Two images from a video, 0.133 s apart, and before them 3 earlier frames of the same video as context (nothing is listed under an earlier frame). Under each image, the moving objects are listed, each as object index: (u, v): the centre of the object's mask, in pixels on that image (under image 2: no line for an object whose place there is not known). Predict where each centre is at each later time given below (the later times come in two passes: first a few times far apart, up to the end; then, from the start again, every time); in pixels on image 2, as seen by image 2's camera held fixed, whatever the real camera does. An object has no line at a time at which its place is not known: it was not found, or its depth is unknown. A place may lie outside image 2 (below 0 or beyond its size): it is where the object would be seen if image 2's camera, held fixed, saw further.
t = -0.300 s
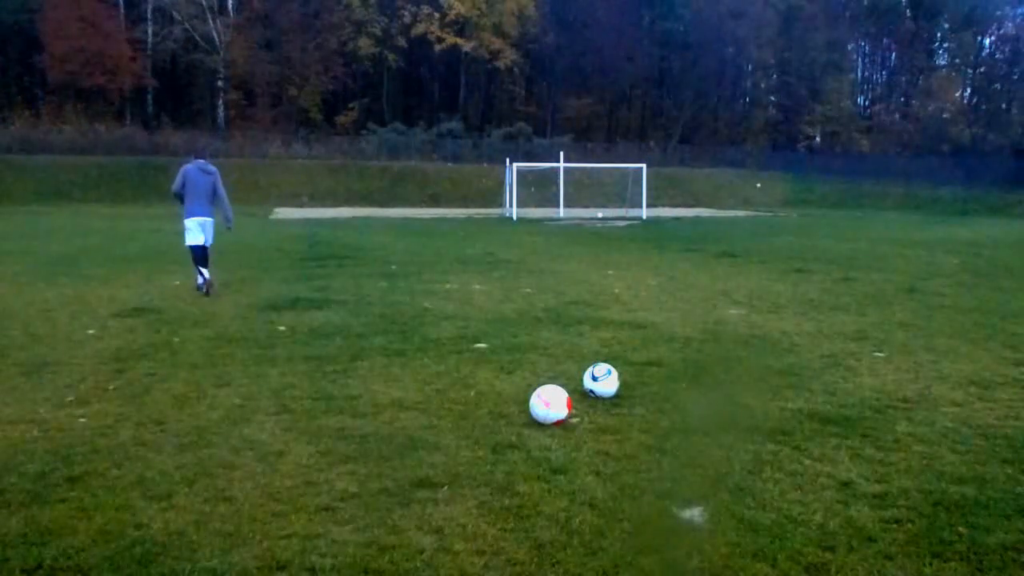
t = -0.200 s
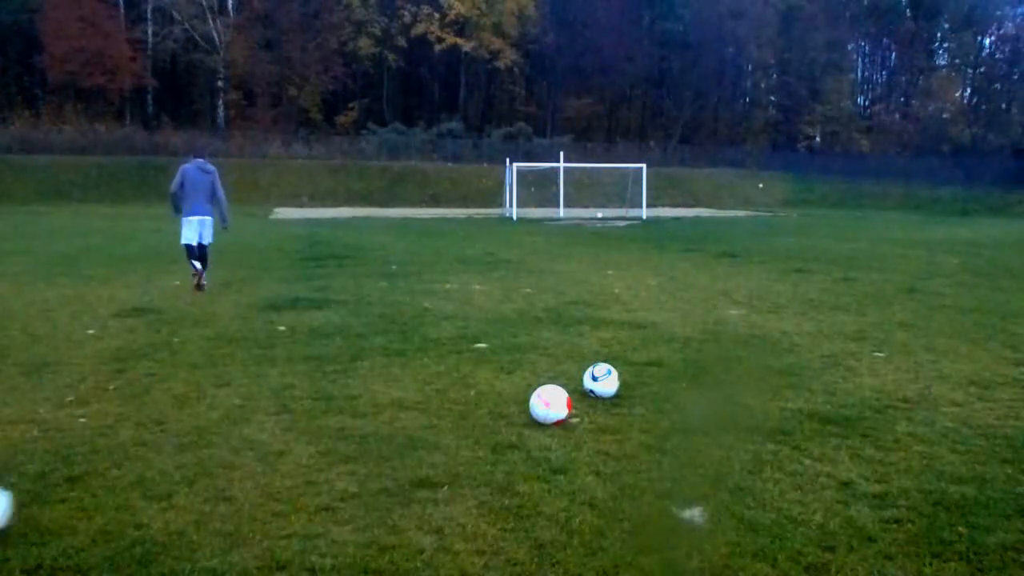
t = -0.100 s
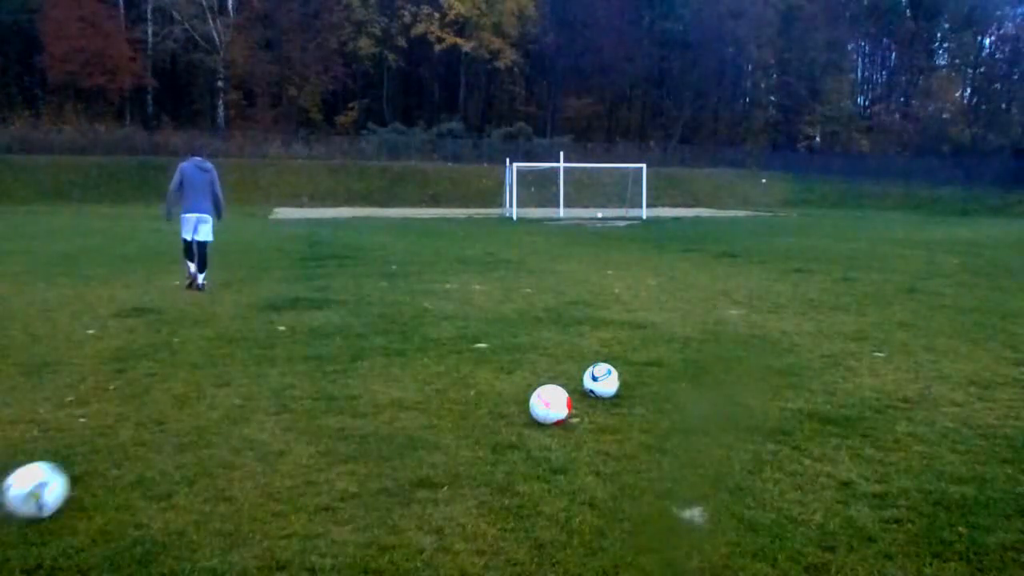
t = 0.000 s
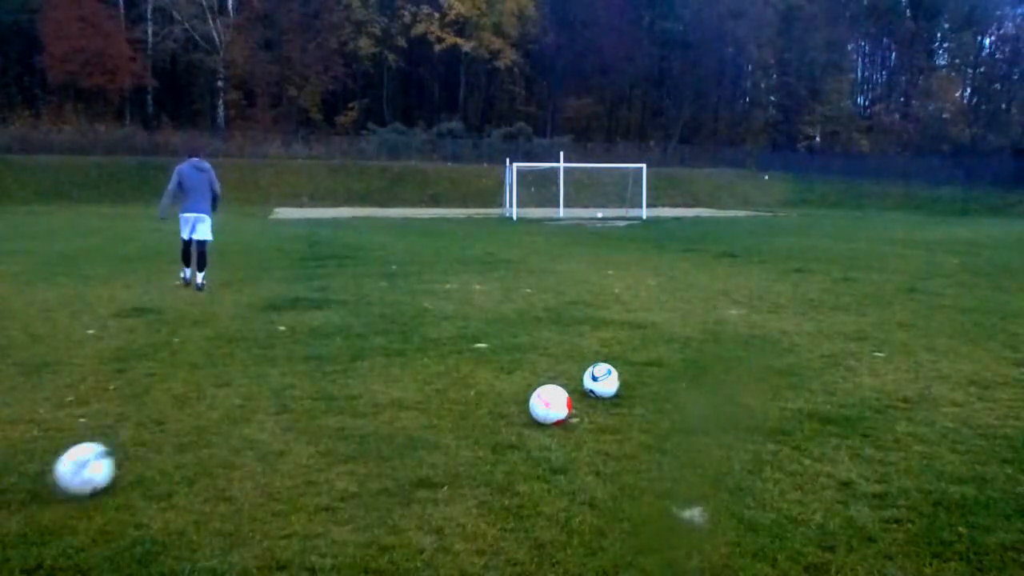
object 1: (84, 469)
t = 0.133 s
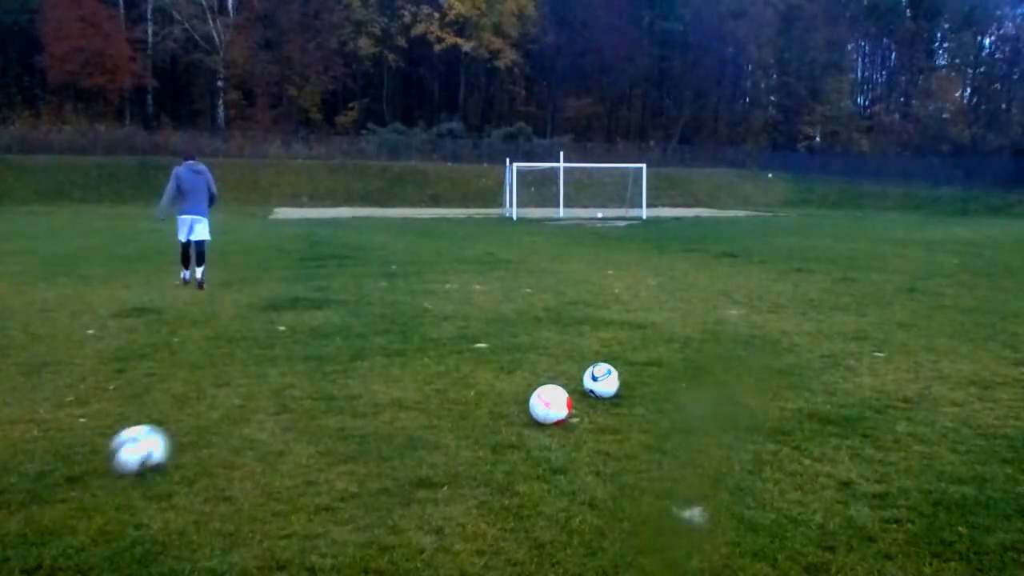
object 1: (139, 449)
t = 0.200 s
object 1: (165, 439)
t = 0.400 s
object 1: (224, 414)
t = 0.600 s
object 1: (270, 397)
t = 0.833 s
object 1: (313, 381)
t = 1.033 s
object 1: (342, 368)
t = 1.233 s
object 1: (367, 358)
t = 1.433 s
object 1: (387, 352)
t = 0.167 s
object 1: (152, 445)
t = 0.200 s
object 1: (165, 439)
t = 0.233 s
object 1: (175, 435)
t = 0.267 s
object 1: (185, 432)
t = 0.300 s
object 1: (195, 427)
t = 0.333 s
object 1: (205, 424)
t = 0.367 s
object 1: (214, 420)
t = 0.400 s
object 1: (224, 414)
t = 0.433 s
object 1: (232, 412)
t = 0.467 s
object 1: (241, 410)
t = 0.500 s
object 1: (249, 405)
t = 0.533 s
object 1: (256, 401)
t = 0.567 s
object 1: (263, 398)
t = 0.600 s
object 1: (270, 397)
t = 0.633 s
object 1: (276, 396)
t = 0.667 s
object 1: (283, 391)
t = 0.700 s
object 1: (289, 386)
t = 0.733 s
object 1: (295, 383)
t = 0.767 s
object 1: (301, 381)
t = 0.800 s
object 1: (307, 383)
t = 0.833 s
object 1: (313, 381)
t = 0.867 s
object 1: (318, 378)
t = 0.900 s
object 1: (323, 376)
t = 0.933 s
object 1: (327, 375)
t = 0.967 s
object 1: (332, 373)
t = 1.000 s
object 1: (337, 370)
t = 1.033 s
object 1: (342, 368)
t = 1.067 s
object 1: (346, 368)
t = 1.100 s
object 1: (351, 366)
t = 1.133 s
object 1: (355, 364)
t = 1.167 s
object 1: (359, 362)
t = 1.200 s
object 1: (363, 360)
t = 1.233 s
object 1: (367, 358)
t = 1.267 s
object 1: (371, 356)
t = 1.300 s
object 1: (374, 356)
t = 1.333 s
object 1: (377, 355)
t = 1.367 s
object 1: (380, 354)
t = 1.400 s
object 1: (384, 353)
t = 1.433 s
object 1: (387, 352)
